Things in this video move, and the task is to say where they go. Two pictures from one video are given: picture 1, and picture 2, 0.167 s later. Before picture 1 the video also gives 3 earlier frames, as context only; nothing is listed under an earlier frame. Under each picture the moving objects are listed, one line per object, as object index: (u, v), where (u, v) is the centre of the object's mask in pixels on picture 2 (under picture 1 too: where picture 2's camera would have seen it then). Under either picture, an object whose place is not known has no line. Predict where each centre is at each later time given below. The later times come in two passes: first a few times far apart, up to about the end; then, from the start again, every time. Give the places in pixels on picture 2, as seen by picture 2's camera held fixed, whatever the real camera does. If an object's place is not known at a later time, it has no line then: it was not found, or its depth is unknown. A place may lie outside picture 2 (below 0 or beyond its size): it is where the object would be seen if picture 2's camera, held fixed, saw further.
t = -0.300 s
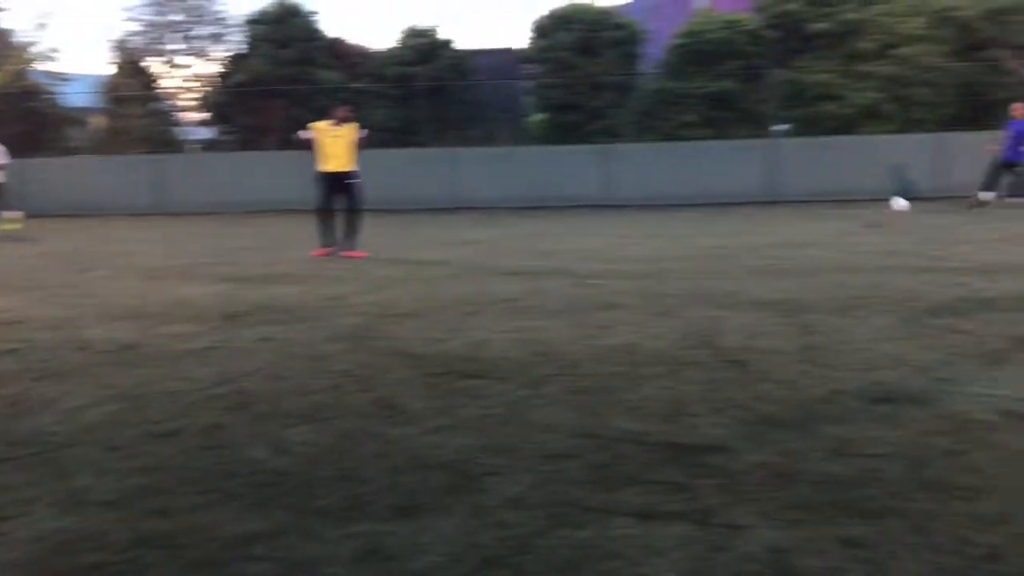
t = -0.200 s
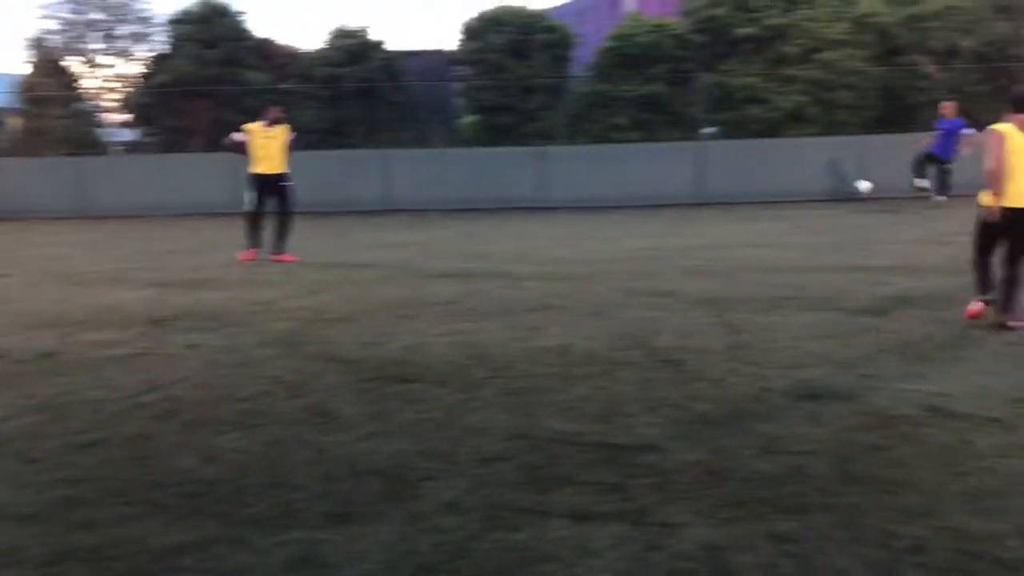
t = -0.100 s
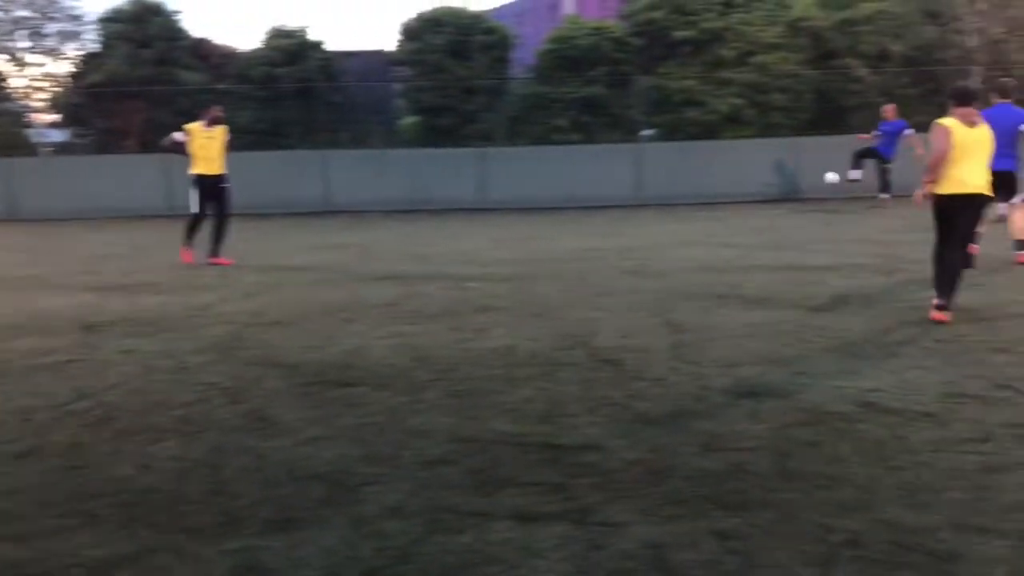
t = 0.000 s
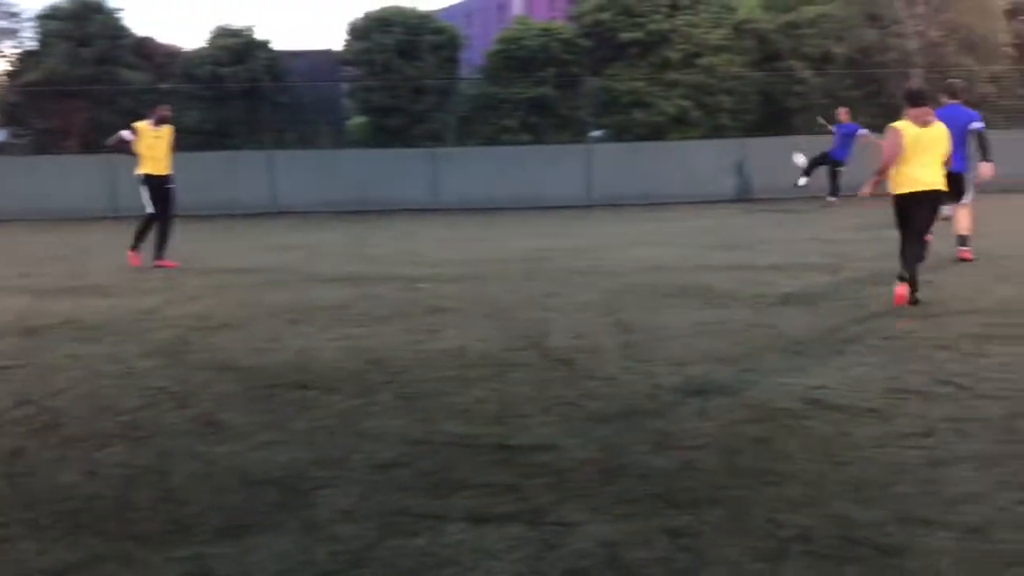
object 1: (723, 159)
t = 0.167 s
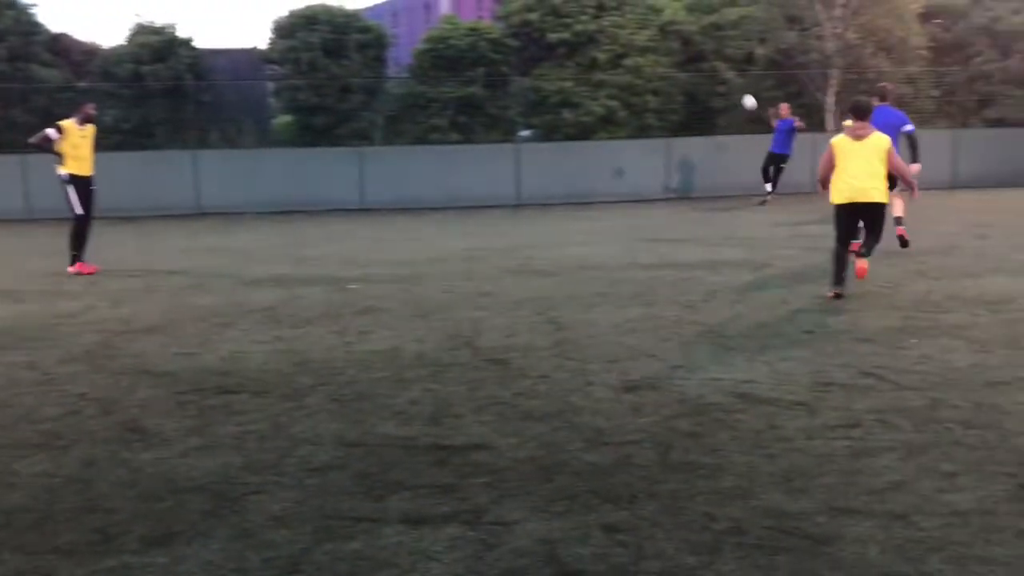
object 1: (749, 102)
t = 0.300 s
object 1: (769, 66)
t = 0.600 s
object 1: (819, 18)
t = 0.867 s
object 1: (866, 22)
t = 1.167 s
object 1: (919, 86)
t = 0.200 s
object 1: (754, 91)
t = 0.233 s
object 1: (759, 83)
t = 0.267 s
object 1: (764, 74)
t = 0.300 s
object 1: (769, 66)
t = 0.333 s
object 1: (775, 58)
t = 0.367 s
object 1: (780, 51)
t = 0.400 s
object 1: (786, 44)
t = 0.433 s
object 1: (791, 38)
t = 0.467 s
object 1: (797, 33)
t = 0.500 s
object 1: (802, 28)
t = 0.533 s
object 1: (808, 24)
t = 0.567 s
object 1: (813, 21)
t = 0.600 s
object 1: (819, 18)
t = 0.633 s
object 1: (825, 16)
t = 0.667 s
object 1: (831, 15)
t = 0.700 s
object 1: (837, 14)
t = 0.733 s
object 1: (843, 14)
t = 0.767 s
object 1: (848, 15)
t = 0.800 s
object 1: (855, 17)
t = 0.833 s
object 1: (859, 19)
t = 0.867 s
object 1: (866, 22)
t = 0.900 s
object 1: (870, 27)
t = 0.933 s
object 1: (877, 32)
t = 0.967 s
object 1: (883, 37)
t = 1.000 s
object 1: (889, 44)
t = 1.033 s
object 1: (894, 51)
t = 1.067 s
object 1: (901, 58)
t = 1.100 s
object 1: (906, 68)
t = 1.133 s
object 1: (913, 76)
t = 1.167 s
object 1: (919, 86)
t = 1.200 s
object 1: (925, 97)
